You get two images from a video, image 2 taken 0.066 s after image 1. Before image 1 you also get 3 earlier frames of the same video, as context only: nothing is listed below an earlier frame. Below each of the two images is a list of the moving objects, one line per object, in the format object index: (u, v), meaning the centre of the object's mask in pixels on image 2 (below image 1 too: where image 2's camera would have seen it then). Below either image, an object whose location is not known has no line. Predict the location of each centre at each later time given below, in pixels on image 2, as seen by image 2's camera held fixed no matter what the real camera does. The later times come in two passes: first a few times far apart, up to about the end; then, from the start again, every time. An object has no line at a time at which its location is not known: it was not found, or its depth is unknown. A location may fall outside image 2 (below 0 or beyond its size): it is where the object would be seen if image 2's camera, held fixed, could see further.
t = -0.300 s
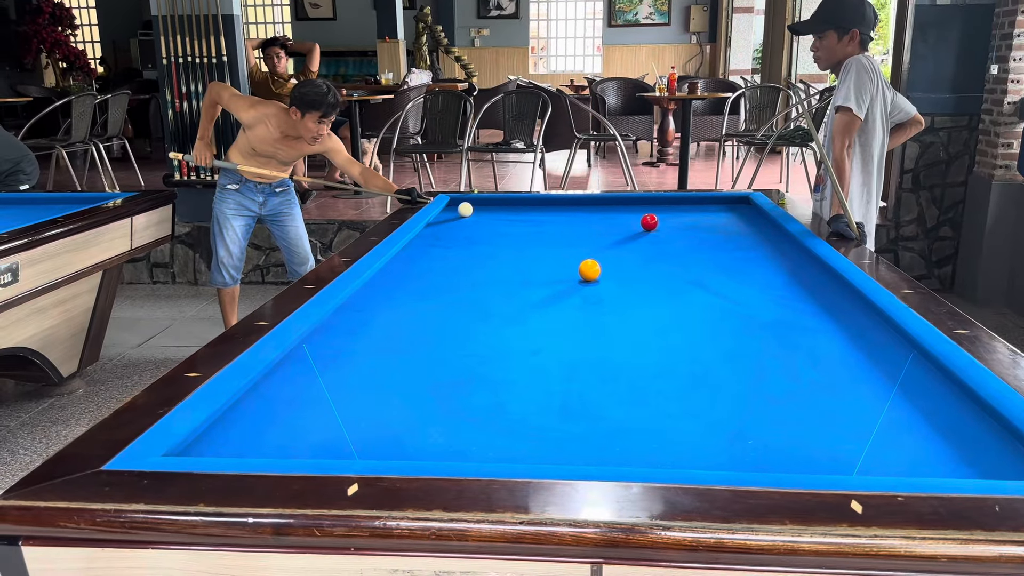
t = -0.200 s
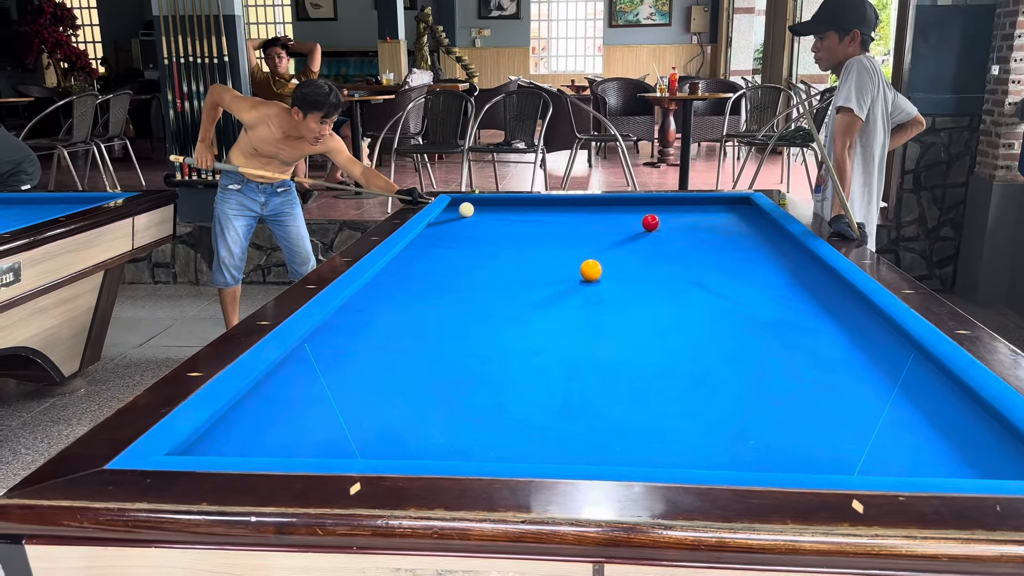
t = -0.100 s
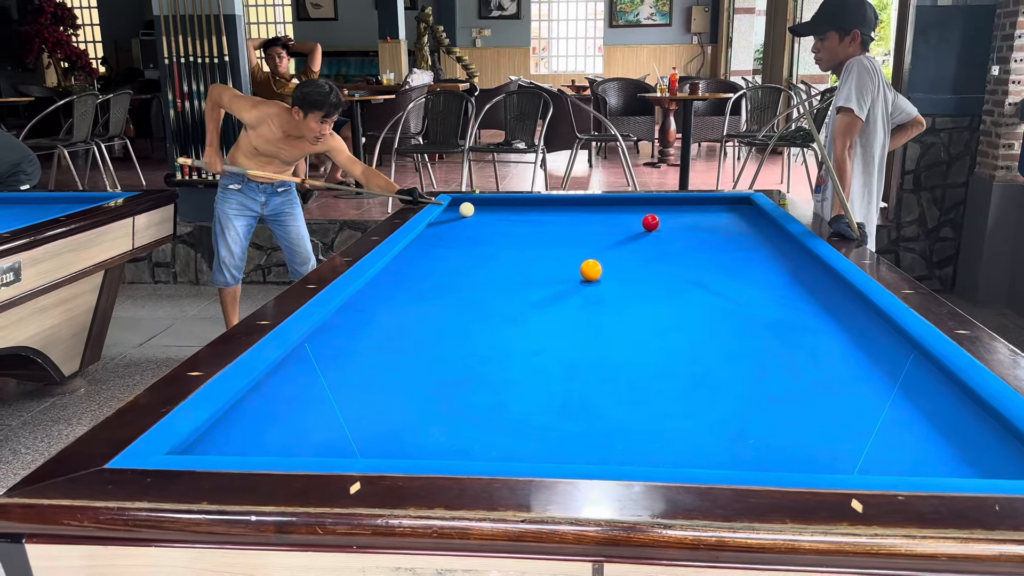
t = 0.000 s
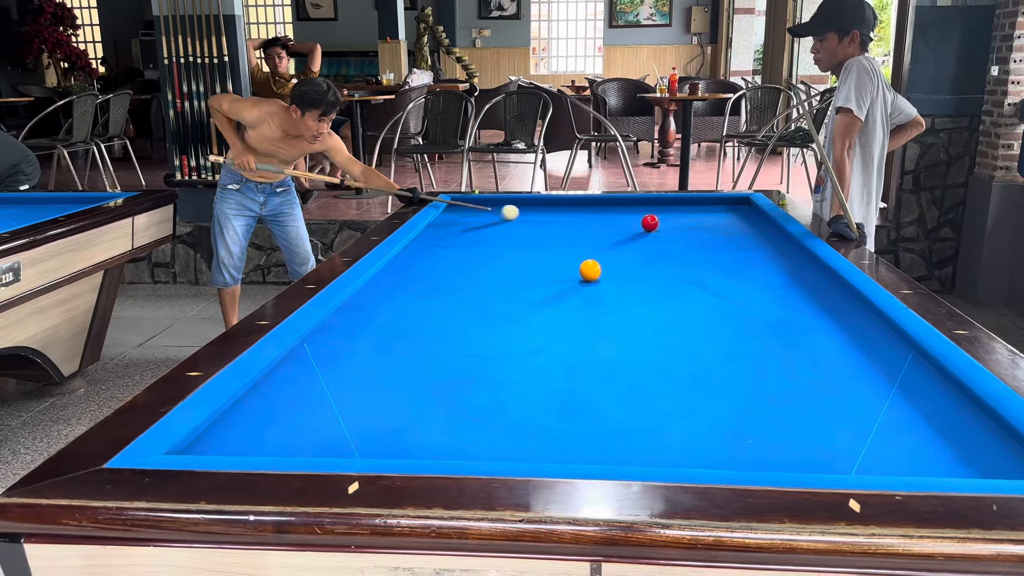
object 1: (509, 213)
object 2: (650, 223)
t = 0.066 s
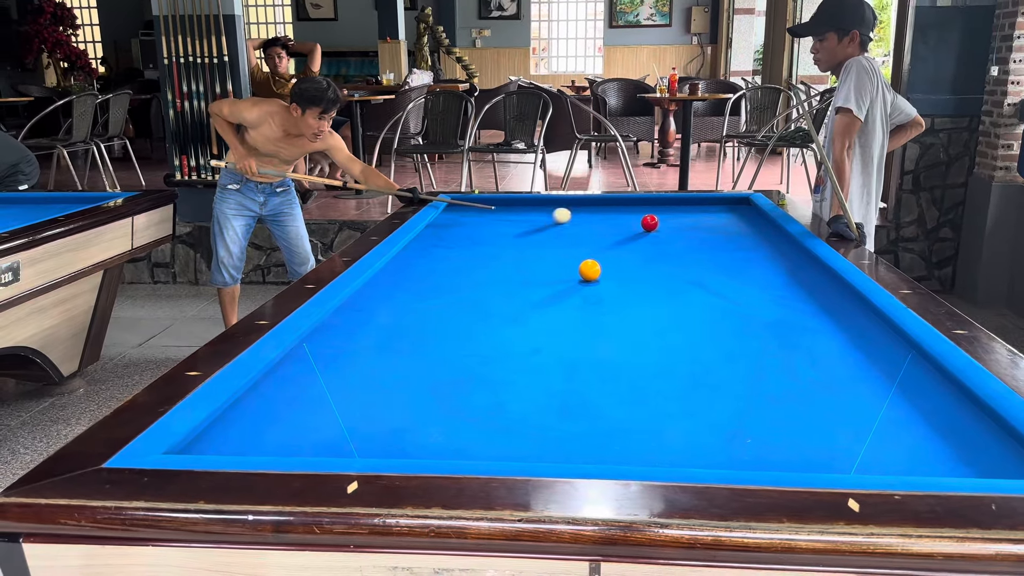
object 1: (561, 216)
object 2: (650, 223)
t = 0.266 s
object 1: (673, 216)
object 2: (676, 230)
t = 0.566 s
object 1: (717, 209)
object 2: (768, 254)
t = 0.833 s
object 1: (654, 202)
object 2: (807, 276)
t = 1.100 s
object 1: (599, 204)
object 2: (796, 301)
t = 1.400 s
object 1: (536, 209)
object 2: (780, 336)
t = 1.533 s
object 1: (511, 211)
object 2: (773, 353)
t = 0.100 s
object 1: (582, 217)
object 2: (650, 223)
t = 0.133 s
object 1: (604, 219)
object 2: (650, 223)
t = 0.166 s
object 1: (624, 220)
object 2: (650, 223)
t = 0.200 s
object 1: (641, 219)
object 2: (652, 224)
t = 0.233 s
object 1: (660, 217)
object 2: (667, 227)
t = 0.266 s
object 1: (673, 216)
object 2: (676, 230)
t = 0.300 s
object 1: (686, 216)
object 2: (686, 232)
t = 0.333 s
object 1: (698, 216)
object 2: (695, 235)
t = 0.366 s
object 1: (711, 215)
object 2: (705, 237)
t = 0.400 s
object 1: (731, 214)
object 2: (719, 241)
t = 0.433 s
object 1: (745, 213)
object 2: (728, 243)
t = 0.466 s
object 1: (756, 212)
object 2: (736, 246)
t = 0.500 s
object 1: (744, 211)
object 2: (745, 248)
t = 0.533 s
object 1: (733, 210)
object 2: (754, 250)
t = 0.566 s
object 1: (717, 209)
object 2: (768, 254)
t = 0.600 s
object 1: (707, 208)
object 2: (778, 257)
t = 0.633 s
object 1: (699, 207)
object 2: (788, 259)
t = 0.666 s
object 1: (690, 206)
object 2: (798, 262)
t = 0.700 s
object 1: (683, 206)
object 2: (809, 265)
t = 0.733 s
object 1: (673, 204)
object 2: (813, 268)
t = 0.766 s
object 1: (667, 203)
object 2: (811, 271)
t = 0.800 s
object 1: (660, 203)
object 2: (808, 273)
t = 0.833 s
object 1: (654, 202)
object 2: (807, 276)
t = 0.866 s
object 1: (648, 201)
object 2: (806, 279)
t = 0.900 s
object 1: (639, 201)
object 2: (804, 283)
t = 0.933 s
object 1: (633, 202)
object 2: (803, 285)
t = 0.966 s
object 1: (627, 202)
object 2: (802, 288)
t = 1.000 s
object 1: (620, 202)
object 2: (800, 291)
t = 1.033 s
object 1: (614, 203)
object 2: (799, 294)
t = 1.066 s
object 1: (605, 204)
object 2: (797, 298)
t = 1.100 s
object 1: (599, 204)
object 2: (796, 301)
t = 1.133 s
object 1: (593, 204)
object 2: (794, 304)
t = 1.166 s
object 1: (586, 205)
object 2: (793, 308)
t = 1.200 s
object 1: (580, 206)
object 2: (791, 311)
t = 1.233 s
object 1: (571, 206)
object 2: (789, 316)
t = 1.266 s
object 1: (565, 207)
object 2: (788, 319)
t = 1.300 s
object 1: (558, 207)
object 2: (786, 323)
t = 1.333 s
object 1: (552, 208)
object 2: (785, 327)
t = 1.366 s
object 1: (546, 208)
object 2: (783, 330)
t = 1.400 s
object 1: (536, 209)
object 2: (780, 336)
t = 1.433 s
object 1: (530, 209)
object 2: (778, 340)
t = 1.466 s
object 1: (523, 210)
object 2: (777, 344)
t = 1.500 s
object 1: (517, 210)
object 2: (775, 348)
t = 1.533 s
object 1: (511, 211)
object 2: (773, 353)
